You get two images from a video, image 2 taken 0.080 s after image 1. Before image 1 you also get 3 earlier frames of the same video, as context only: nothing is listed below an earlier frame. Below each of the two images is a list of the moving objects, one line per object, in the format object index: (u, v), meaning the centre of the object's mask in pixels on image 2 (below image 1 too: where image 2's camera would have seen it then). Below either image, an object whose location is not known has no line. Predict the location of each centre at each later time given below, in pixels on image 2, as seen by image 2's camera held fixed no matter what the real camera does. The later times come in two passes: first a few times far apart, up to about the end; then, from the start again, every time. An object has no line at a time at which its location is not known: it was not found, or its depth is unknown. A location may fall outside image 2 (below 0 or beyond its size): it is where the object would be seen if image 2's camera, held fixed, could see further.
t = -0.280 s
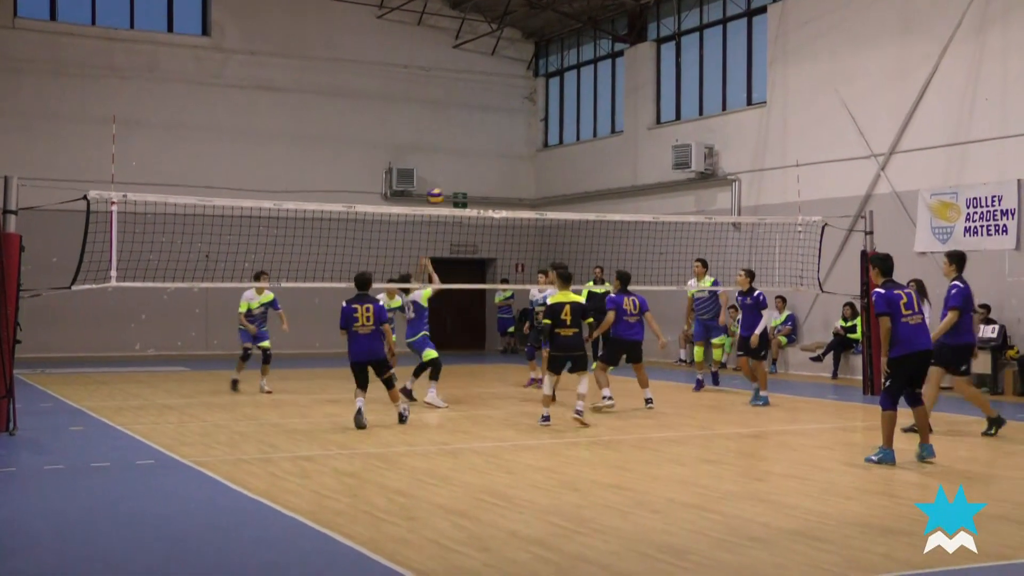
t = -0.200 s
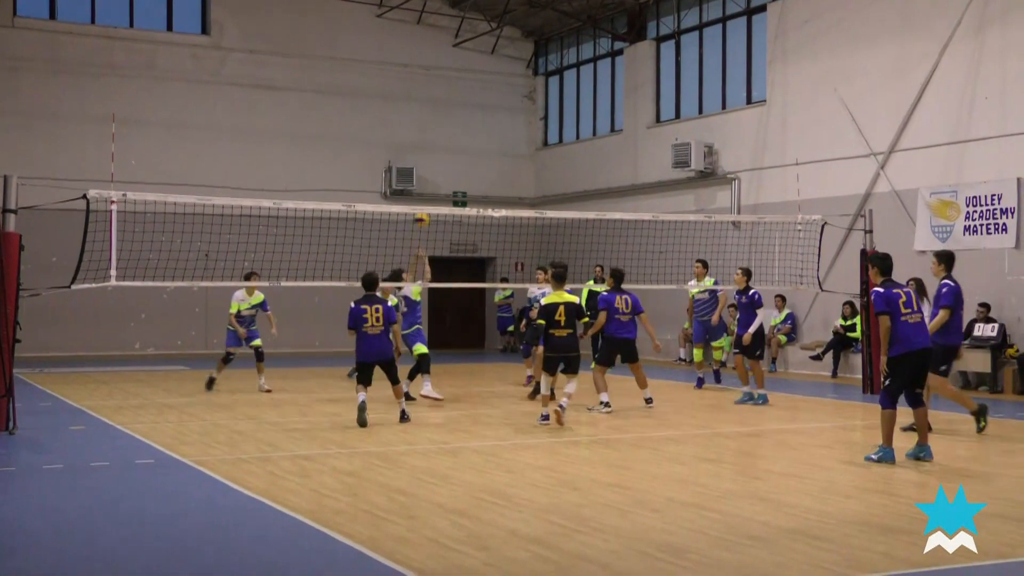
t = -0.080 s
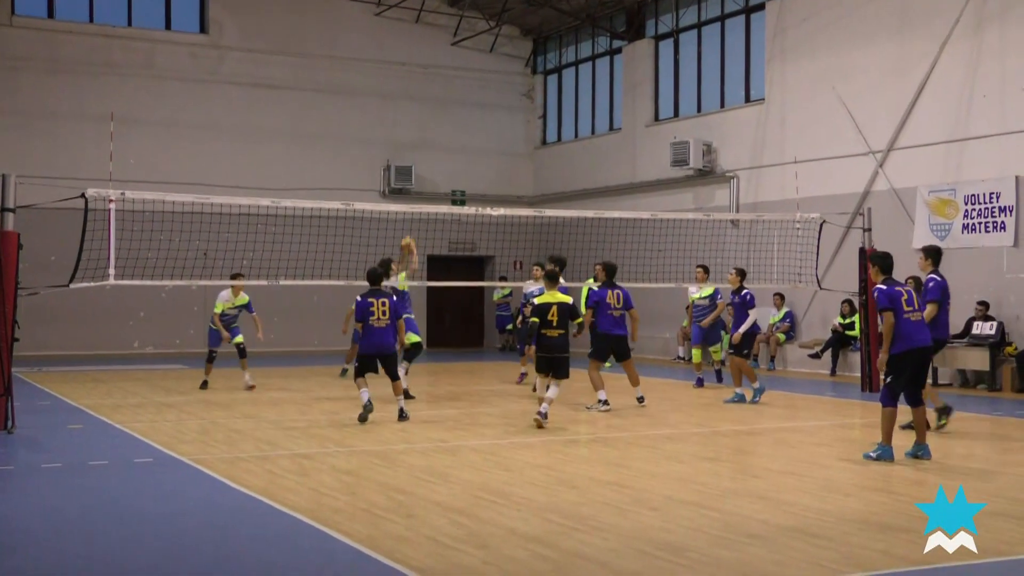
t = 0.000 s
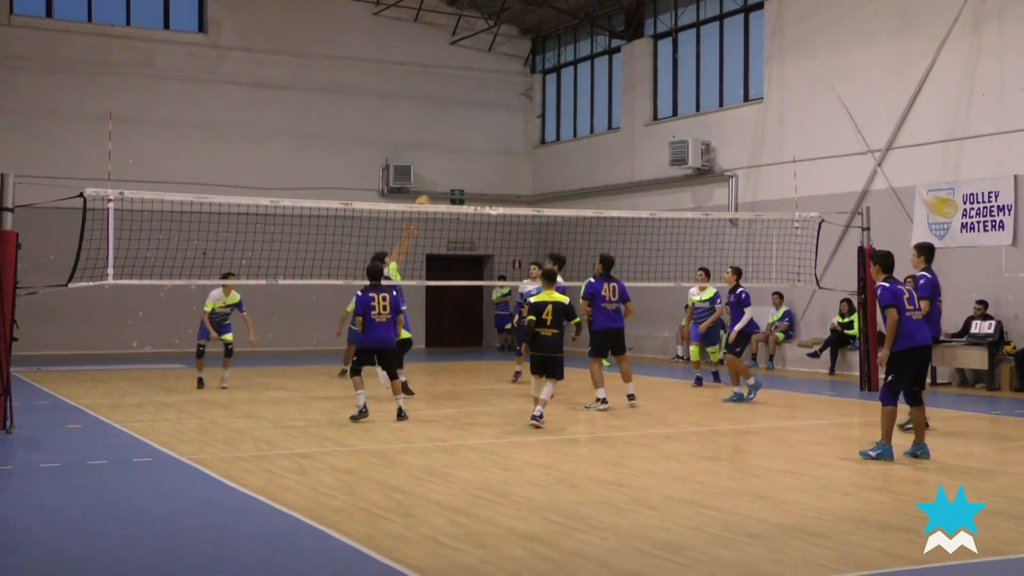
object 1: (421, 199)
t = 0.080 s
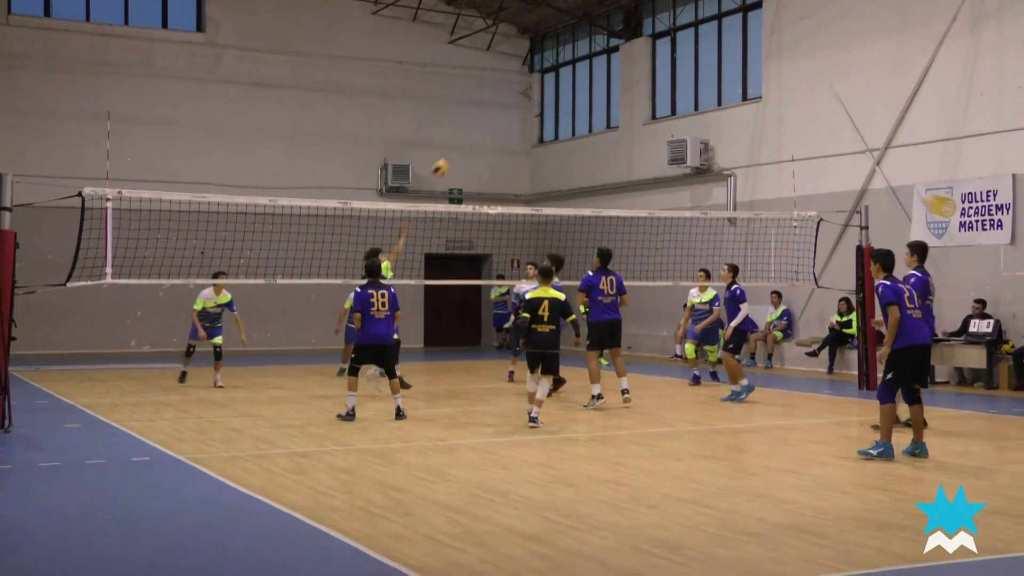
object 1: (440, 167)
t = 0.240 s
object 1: (477, 112)
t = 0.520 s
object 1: (540, 63)
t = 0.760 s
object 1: (590, 66)
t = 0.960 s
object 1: (629, 100)
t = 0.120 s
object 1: (449, 152)
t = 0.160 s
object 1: (459, 137)
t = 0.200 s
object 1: (468, 124)
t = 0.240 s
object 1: (477, 112)
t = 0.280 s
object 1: (487, 101)
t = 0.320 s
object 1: (496, 91)
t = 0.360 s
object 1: (505, 83)
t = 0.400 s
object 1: (514, 76)
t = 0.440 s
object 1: (523, 70)
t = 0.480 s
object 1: (531, 66)
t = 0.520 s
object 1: (540, 63)
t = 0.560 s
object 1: (548, 61)
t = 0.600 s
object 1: (558, 59)
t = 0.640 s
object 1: (566, 59)
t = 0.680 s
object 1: (574, 60)
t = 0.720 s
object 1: (582, 63)
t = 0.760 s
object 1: (590, 66)
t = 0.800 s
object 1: (598, 70)
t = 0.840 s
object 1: (606, 76)
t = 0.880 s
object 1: (613, 82)
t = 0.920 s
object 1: (621, 91)
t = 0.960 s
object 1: (629, 100)
